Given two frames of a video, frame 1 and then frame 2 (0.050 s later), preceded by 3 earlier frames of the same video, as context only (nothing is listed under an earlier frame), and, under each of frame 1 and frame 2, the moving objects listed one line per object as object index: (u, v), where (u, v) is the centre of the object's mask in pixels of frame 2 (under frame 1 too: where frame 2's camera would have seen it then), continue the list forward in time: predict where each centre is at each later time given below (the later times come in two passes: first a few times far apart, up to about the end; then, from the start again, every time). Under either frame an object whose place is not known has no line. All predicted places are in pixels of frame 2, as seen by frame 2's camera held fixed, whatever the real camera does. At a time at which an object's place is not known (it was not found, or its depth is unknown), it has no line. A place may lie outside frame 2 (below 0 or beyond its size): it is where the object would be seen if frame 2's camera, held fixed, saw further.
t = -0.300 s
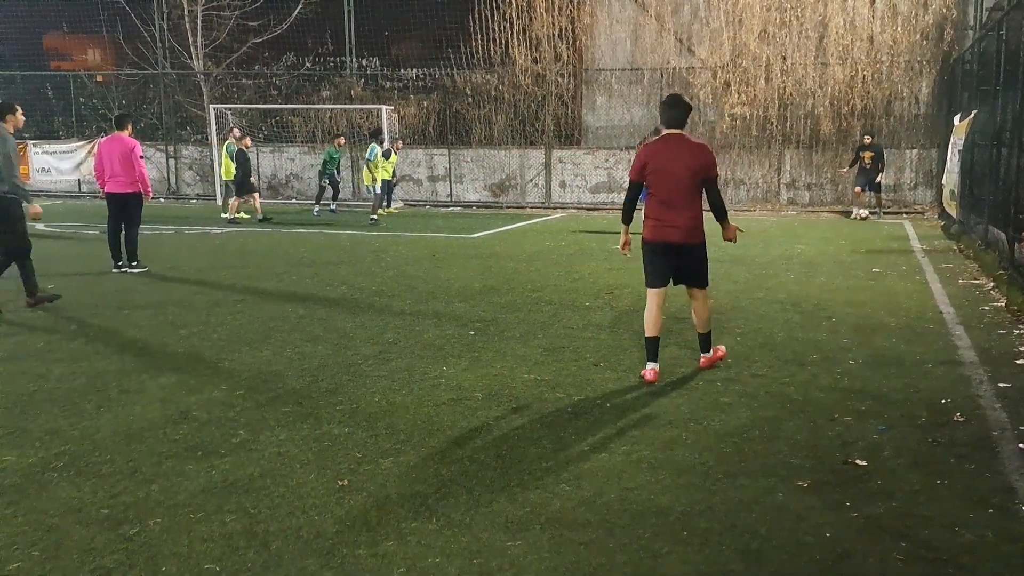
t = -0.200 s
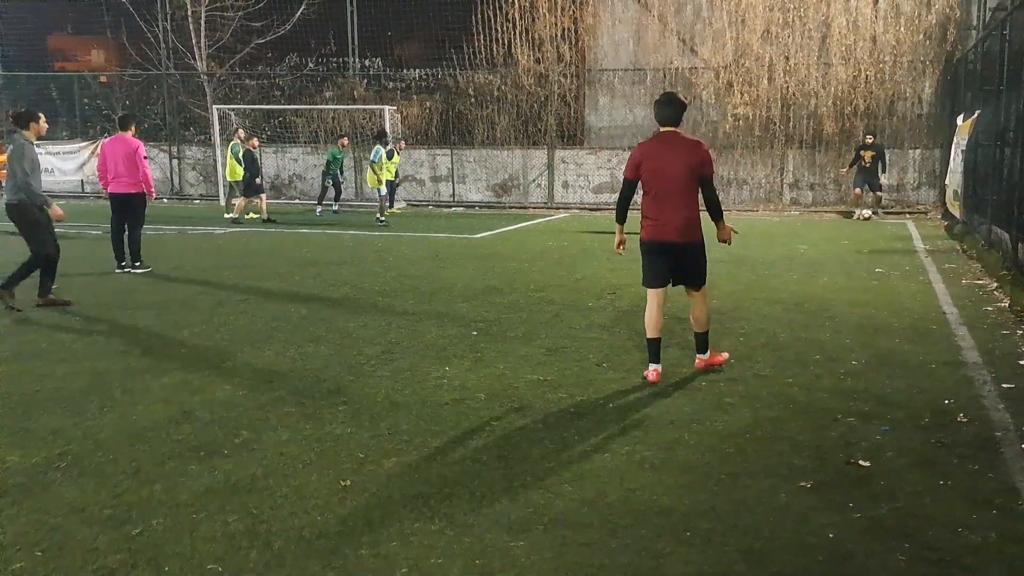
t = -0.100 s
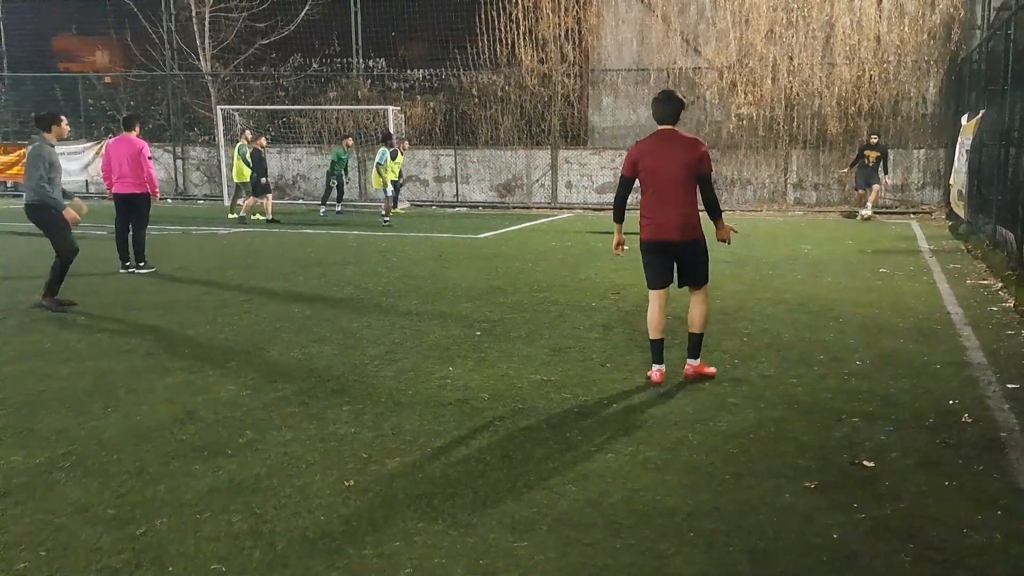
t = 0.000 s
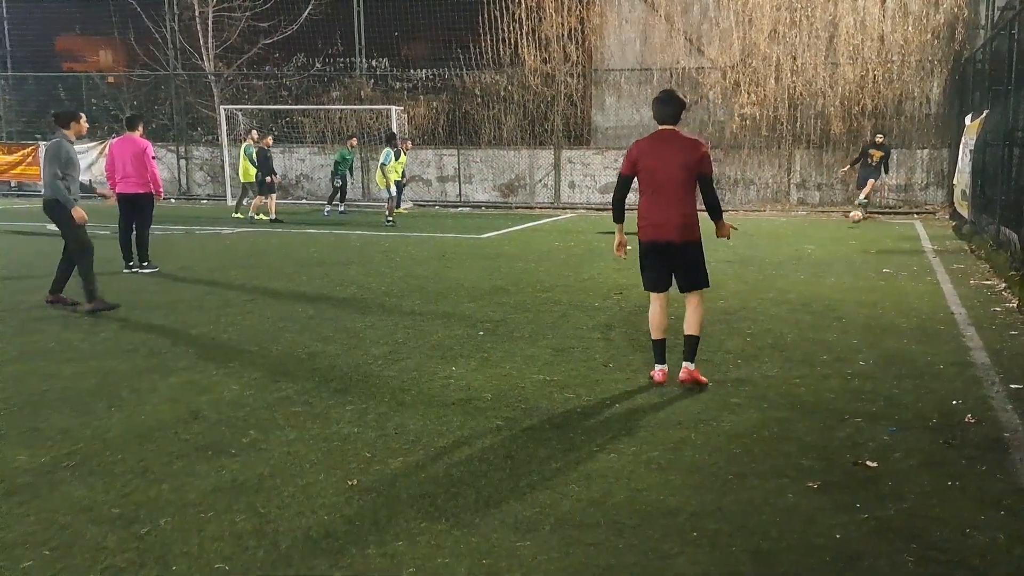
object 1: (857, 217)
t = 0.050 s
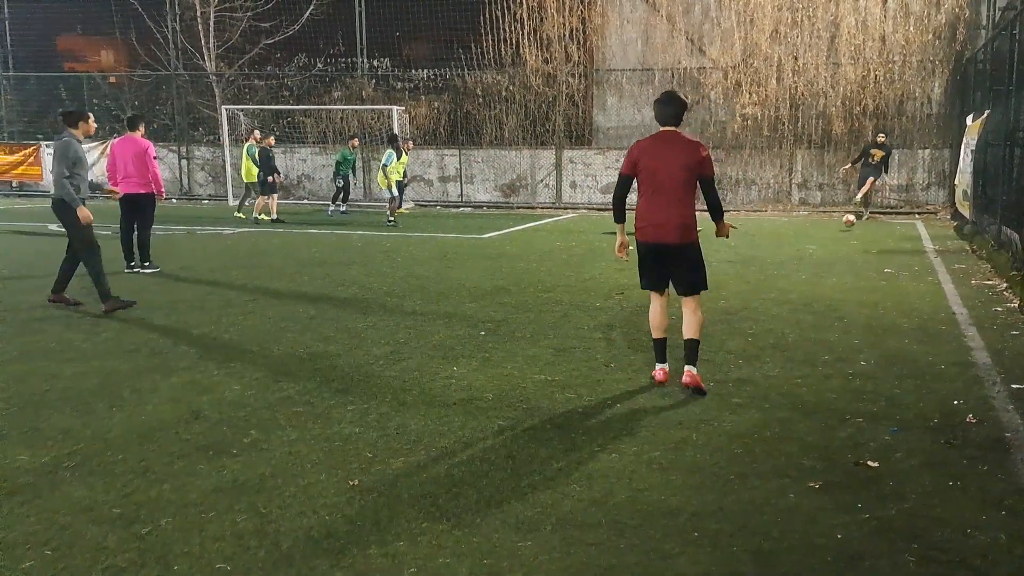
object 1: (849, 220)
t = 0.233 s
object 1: (815, 233)
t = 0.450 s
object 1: (765, 245)
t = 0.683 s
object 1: (698, 268)
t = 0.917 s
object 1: (622, 289)
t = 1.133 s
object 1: (543, 319)
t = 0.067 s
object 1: (846, 222)
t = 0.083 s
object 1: (843, 224)
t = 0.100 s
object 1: (840, 226)
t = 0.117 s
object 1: (837, 228)
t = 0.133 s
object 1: (833, 230)
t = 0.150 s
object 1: (831, 232)
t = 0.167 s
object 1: (828, 232)
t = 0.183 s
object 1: (824, 232)
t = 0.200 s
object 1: (822, 232)
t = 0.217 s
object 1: (818, 233)
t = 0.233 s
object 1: (815, 233)
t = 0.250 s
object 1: (812, 234)
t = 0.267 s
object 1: (808, 235)
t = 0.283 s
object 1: (804, 237)
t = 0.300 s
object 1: (801, 238)
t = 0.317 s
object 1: (797, 240)
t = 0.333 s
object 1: (793, 243)
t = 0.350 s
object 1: (789, 244)
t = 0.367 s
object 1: (785, 245)
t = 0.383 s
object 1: (781, 245)
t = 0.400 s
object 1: (777, 244)
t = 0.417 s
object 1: (773, 245)
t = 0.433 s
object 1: (769, 245)
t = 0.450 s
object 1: (765, 245)
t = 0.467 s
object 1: (762, 246)
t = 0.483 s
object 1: (757, 247)
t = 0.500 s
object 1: (752, 248)
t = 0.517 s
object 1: (748, 249)
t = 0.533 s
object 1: (743, 251)
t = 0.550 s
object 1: (738, 253)
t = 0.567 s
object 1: (733, 255)
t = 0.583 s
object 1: (727, 258)
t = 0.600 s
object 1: (722, 262)
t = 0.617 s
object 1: (717, 265)
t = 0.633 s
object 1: (712, 269)
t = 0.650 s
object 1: (708, 269)
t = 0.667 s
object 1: (703, 268)
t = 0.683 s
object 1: (698, 268)
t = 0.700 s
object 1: (693, 269)
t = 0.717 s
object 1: (688, 269)
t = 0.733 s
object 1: (682, 270)
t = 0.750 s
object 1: (677, 272)
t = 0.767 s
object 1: (672, 273)
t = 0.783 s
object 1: (667, 275)
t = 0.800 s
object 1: (661, 277)
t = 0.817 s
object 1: (655, 280)
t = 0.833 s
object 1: (649, 283)
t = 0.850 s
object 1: (644, 286)
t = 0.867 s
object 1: (637, 290)
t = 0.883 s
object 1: (631, 290)
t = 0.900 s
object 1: (627, 290)
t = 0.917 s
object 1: (622, 289)
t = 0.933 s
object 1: (616, 289)
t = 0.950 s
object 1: (611, 289)
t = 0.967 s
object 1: (605, 290)
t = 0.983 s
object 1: (599, 291)
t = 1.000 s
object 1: (594, 293)
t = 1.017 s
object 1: (588, 294)
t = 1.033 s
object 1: (581, 297)
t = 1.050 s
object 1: (575, 299)
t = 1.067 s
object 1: (569, 302)
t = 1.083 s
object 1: (562, 305)
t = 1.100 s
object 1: (556, 309)
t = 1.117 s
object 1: (550, 313)
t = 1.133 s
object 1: (543, 319)
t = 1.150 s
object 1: (536, 322)
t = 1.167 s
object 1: (529, 322)
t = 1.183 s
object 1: (521, 322)
